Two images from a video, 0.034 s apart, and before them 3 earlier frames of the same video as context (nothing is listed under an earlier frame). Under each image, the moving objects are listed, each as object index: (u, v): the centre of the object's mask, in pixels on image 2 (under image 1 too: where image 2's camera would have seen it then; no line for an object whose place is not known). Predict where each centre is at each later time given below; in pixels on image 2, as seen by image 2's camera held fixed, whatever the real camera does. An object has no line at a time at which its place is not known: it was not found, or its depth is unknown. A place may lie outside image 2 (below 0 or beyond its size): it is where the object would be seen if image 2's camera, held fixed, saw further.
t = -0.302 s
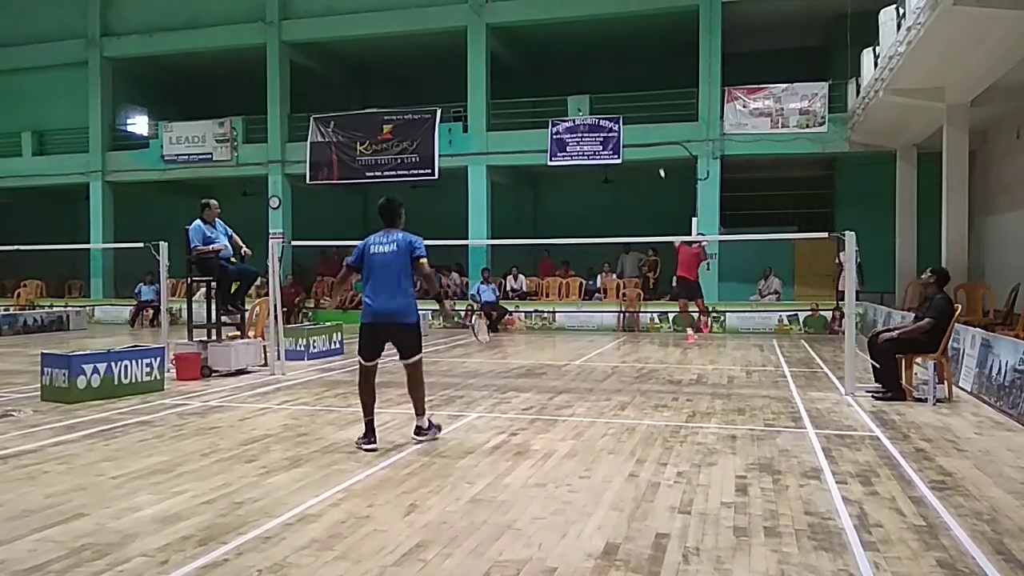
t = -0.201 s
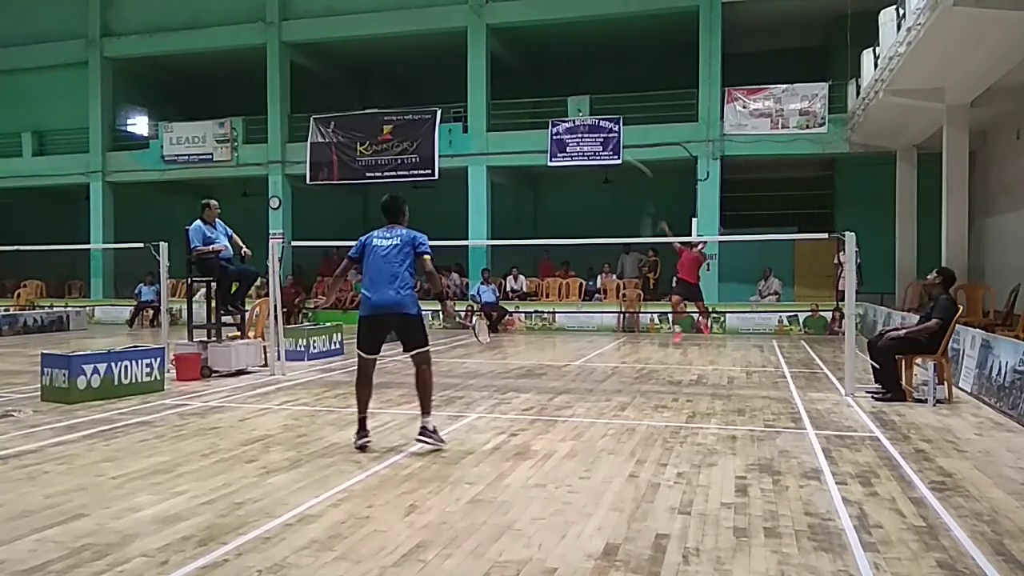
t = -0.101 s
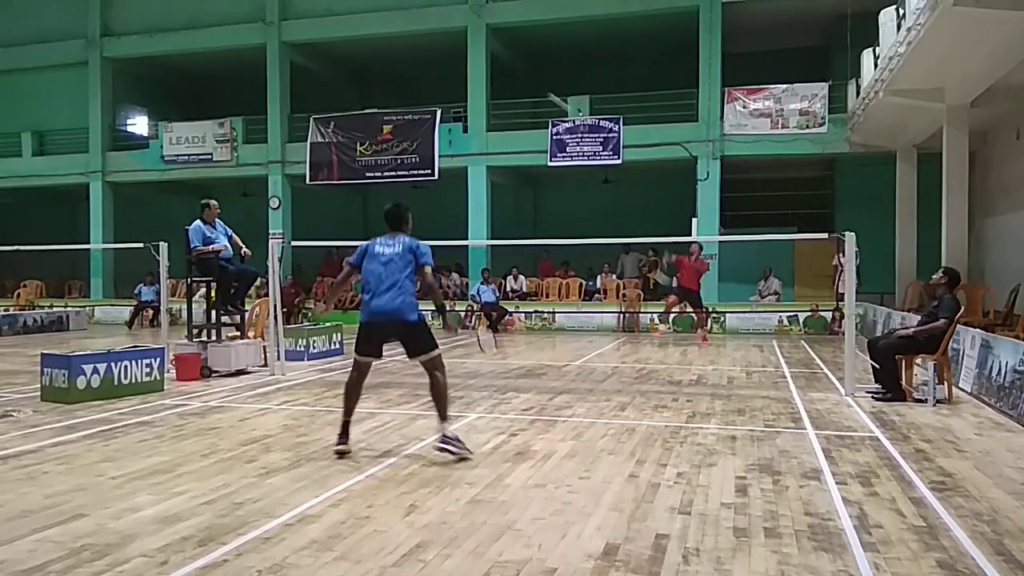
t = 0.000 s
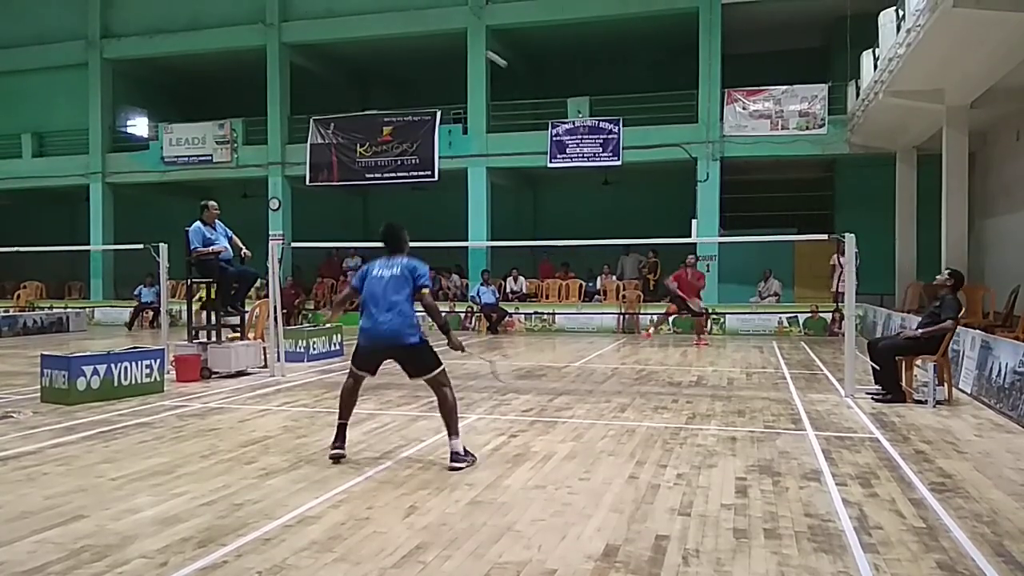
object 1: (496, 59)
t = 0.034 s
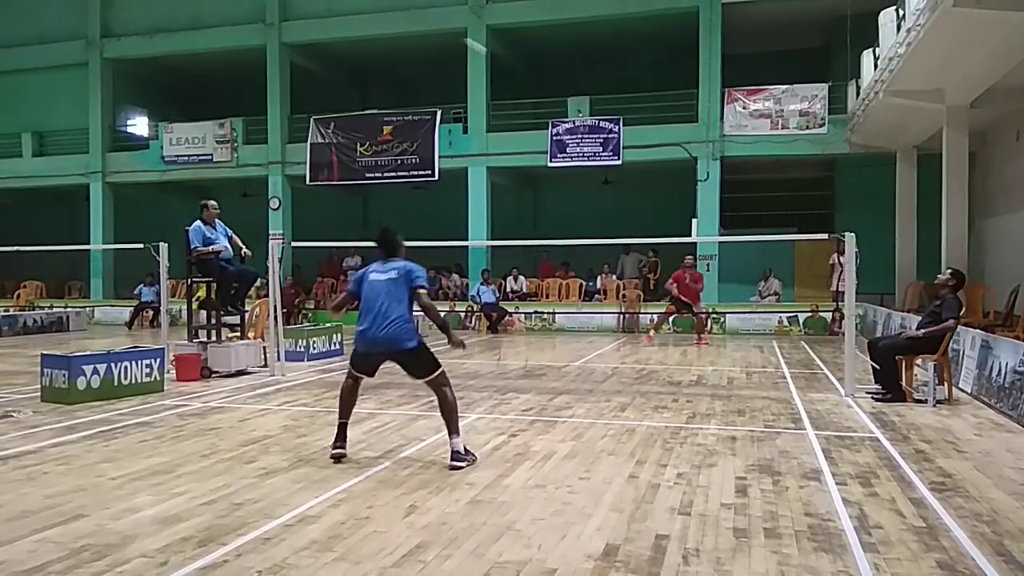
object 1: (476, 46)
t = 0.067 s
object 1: (455, 35)
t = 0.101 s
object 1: (435, 26)
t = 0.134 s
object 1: (416, 18)
